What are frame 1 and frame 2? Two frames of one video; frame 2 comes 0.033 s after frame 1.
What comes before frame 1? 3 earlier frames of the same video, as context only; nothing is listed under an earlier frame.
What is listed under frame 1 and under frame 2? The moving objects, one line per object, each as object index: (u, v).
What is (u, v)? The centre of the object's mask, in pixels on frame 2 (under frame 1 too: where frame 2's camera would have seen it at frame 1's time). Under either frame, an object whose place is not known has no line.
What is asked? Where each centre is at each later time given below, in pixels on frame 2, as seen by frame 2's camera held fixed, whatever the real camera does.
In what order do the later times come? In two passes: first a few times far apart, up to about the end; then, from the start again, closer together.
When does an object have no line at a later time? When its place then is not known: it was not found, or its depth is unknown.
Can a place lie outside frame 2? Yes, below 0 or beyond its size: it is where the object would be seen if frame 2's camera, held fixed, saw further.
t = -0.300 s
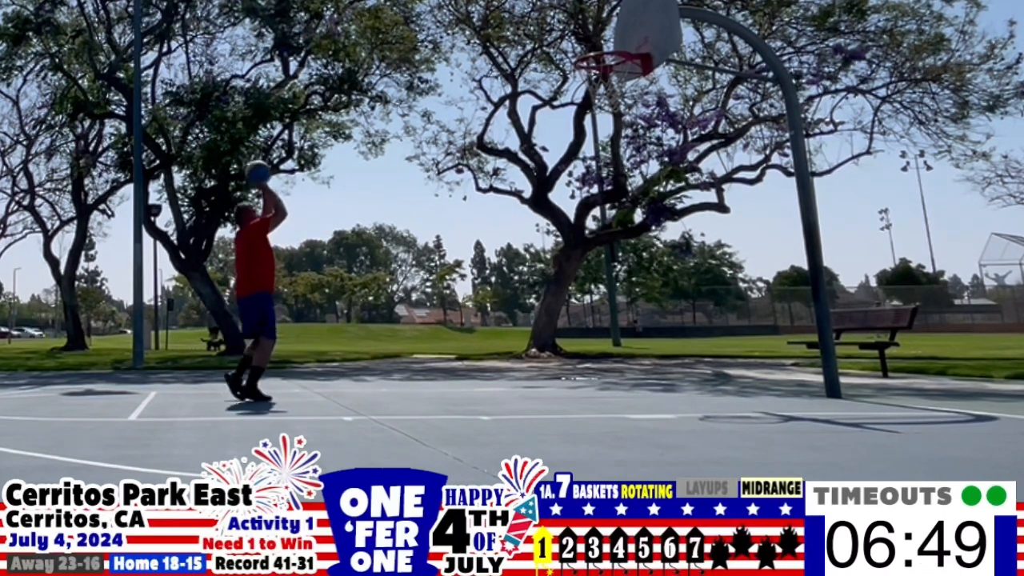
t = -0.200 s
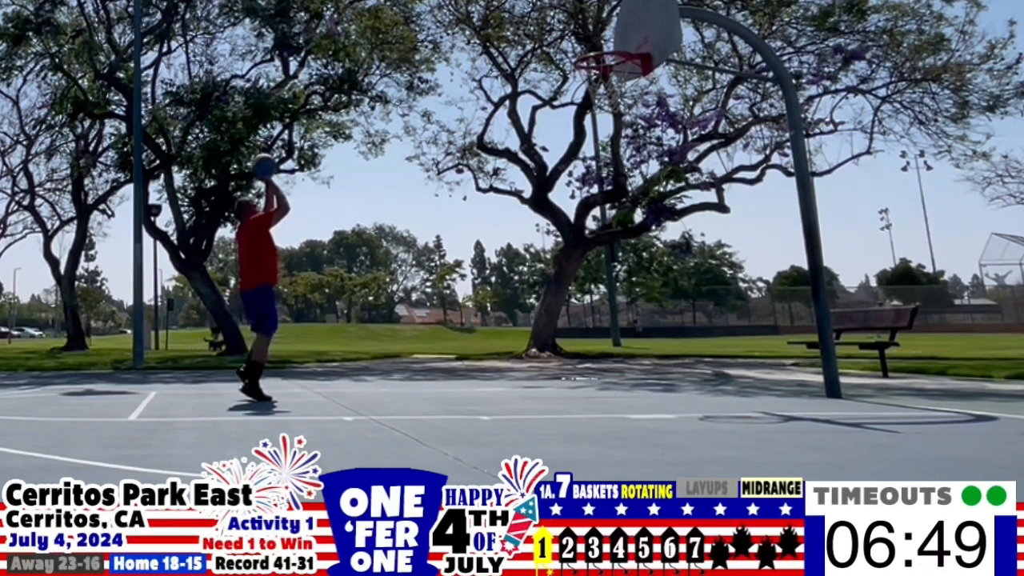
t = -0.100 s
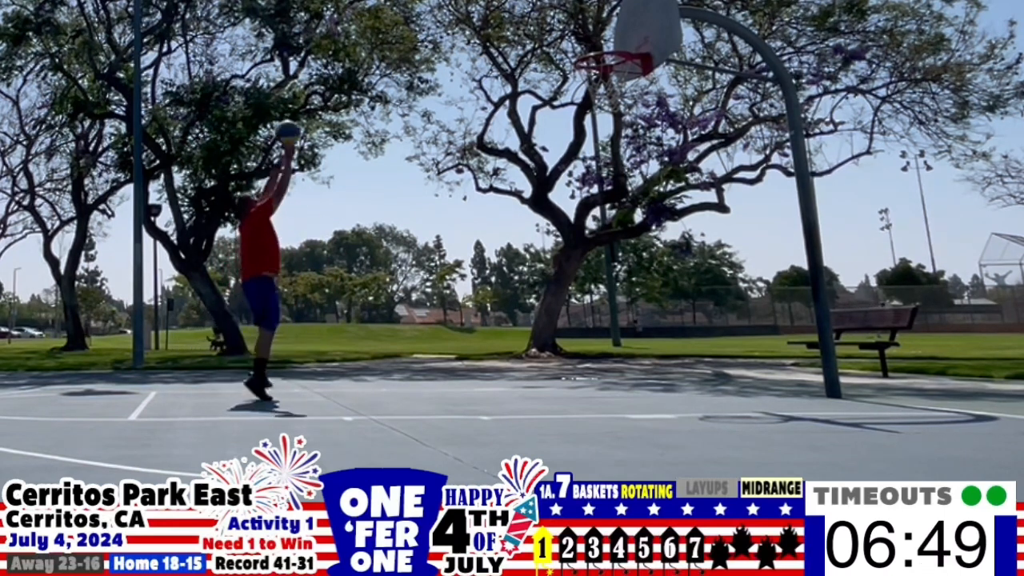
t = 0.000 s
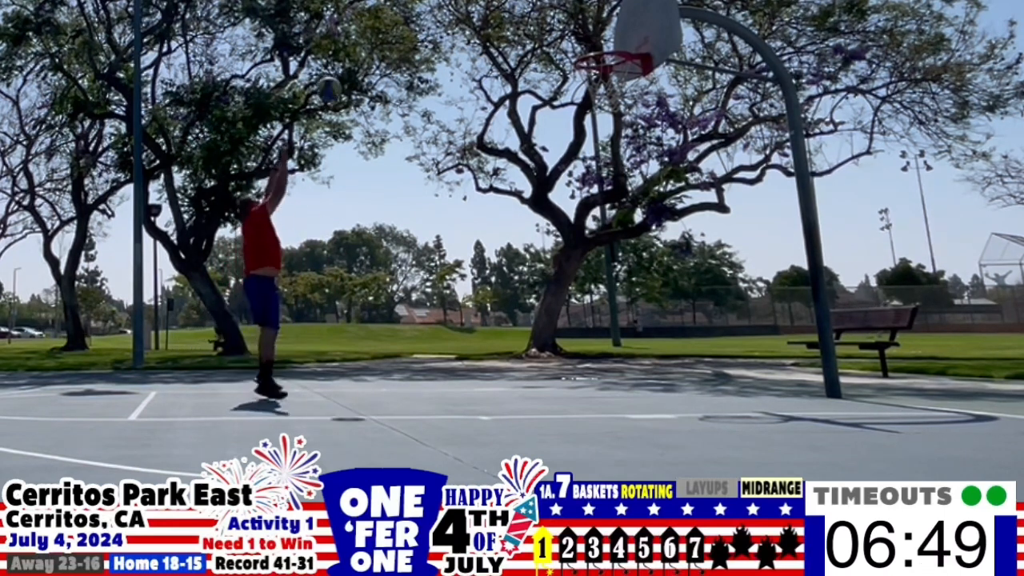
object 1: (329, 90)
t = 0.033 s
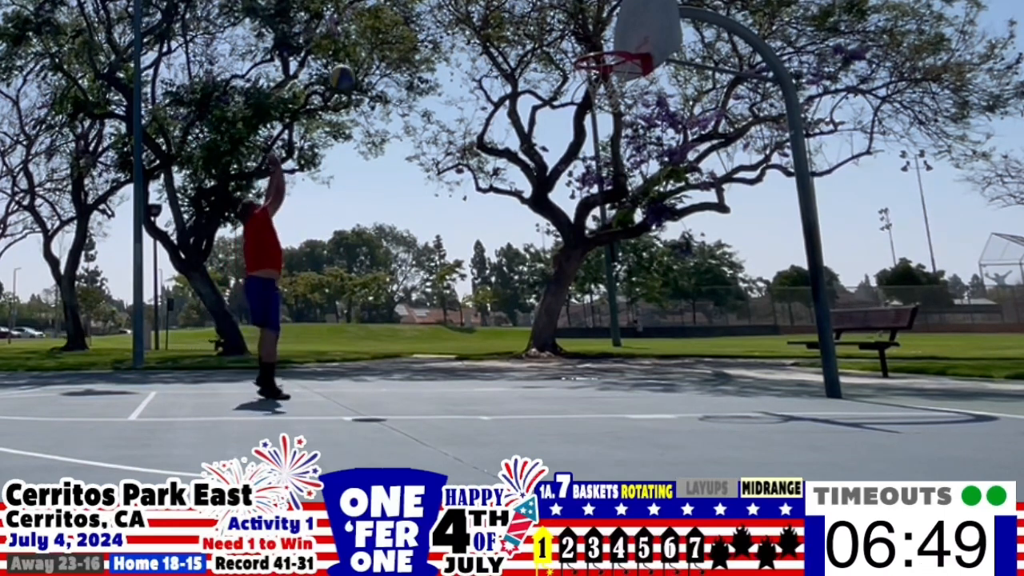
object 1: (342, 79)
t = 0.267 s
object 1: (436, 25)
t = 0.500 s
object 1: (530, 31)
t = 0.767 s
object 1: (614, 35)
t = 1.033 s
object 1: (583, 34)
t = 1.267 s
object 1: (547, 55)
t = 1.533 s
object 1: (509, 117)
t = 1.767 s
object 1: (479, 237)
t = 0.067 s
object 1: (355, 67)
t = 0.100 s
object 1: (369, 57)
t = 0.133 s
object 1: (383, 49)
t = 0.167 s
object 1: (397, 41)
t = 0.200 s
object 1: (410, 35)
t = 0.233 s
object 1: (423, 30)
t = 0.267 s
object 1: (436, 25)
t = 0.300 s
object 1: (449, 23)
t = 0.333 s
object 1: (463, 22)
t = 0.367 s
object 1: (477, 23)
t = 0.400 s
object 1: (489, 24)
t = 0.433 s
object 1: (502, 24)
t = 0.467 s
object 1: (516, 27)
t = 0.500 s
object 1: (530, 31)
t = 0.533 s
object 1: (545, 36)
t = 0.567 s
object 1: (559, 42)
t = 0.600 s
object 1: (573, 49)
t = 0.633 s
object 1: (583, 49)
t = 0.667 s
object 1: (592, 44)
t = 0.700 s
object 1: (599, 41)
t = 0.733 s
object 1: (606, 37)
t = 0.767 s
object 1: (614, 35)
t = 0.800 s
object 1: (622, 33)
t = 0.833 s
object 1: (618, 30)
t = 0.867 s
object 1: (612, 29)
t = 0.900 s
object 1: (606, 27)
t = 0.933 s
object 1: (600, 27)
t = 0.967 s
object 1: (594, 29)
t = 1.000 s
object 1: (589, 31)
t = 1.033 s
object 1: (583, 34)
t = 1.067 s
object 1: (578, 39)
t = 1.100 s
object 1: (573, 45)
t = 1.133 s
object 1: (566, 50)
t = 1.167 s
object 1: (562, 50)
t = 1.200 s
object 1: (557, 52)
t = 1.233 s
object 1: (552, 53)
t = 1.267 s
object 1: (547, 55)
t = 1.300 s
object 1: (542, 59)
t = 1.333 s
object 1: (537, 64)
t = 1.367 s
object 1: (531, 69)
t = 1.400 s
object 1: (527, 76)
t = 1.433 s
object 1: (523, 85)
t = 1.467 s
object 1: (517, 95)
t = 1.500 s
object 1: (513, 105)
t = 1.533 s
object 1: (509, 117)
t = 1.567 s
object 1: (504, 131)
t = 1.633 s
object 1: (495, 161)
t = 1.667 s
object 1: (491, 179)
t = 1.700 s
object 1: (487, 197)
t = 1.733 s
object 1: (483, 216)
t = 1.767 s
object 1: (479, 237)
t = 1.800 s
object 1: (475, 260)
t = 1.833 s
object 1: (471, 283)
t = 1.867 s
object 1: (467, 308)
